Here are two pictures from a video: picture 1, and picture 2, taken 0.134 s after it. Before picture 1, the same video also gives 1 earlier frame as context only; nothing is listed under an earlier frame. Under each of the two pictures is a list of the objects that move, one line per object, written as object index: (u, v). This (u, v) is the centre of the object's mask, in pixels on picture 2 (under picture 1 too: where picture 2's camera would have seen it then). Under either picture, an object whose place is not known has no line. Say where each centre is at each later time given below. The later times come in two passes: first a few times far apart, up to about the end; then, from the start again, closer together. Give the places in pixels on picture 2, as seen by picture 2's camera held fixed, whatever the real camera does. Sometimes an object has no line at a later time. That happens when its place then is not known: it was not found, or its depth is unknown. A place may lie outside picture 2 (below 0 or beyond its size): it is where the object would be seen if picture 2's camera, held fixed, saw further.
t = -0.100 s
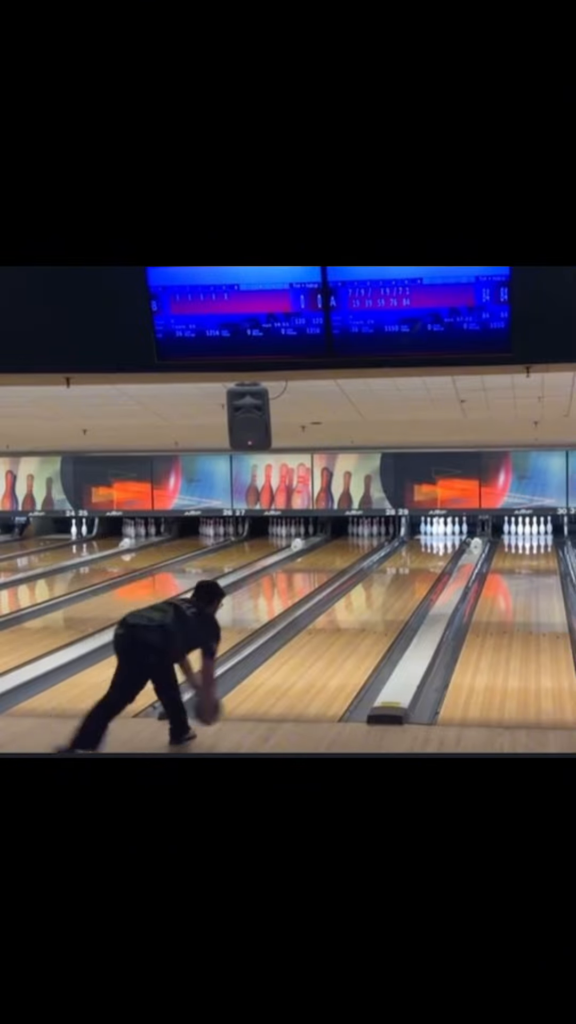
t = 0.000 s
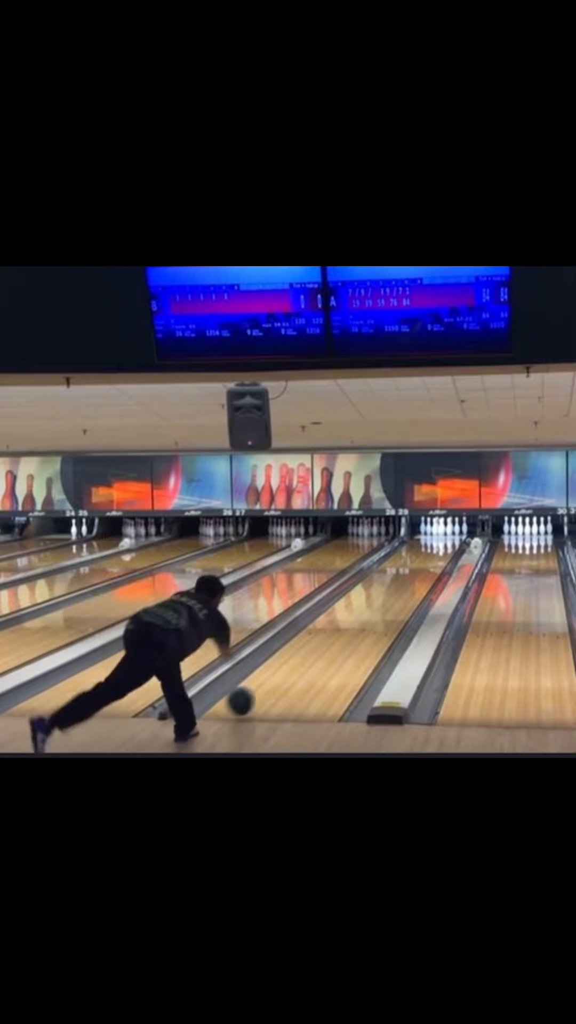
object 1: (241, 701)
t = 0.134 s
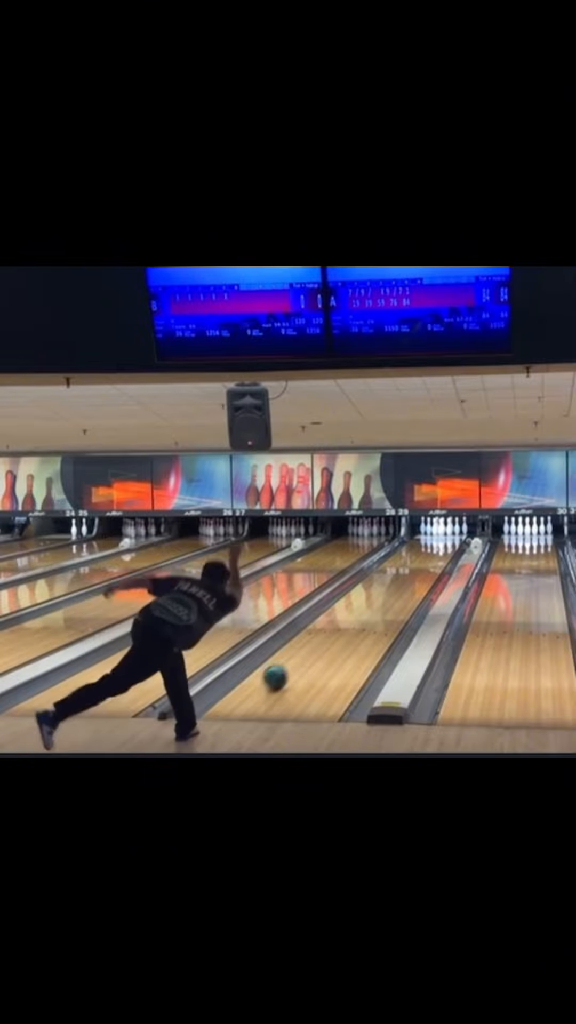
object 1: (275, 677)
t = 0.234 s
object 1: (297, 660)
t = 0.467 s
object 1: (337, 630)
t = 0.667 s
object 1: (363, 610)
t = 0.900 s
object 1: (387, 592)
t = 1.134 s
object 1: (405, 578)
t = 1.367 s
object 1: (421, 566)
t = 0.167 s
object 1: (283, 671)
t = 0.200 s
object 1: (290, 666)
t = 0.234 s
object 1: (297, 660)
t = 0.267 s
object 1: (303, 655)
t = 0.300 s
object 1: (309, 651)
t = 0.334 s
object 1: (315, 647)
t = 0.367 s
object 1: (321, 642)
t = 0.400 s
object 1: (327, 638)
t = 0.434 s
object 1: (332, 634)
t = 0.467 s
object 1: (337, 630)
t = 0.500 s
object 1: (341, 627)
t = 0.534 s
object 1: (346, 623)
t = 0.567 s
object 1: (351, 620)
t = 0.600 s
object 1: (355, 616)
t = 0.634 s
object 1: (359, 613)
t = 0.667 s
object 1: (363, 610)
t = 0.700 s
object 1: (367, 607)
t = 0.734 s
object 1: (371, 604)
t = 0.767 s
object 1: (374, 602)
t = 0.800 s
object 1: (378, 599)
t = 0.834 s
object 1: (381, 597)
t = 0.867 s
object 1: (384, 594)
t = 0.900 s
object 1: (387, 592)
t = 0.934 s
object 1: (391, 589)
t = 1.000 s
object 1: (397, 586)
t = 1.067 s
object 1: (402, 580)
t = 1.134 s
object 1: (405, 578)
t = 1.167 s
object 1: (407, 577)
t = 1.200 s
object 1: (410, 575)
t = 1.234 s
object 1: (412, 573)
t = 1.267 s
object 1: (415, 571)
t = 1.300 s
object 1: (417, 569)
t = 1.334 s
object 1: (419, 568)
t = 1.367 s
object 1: (421, 566)
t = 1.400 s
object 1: (423, 564)
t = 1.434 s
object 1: (425, 563)
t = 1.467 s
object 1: (425, 562)
